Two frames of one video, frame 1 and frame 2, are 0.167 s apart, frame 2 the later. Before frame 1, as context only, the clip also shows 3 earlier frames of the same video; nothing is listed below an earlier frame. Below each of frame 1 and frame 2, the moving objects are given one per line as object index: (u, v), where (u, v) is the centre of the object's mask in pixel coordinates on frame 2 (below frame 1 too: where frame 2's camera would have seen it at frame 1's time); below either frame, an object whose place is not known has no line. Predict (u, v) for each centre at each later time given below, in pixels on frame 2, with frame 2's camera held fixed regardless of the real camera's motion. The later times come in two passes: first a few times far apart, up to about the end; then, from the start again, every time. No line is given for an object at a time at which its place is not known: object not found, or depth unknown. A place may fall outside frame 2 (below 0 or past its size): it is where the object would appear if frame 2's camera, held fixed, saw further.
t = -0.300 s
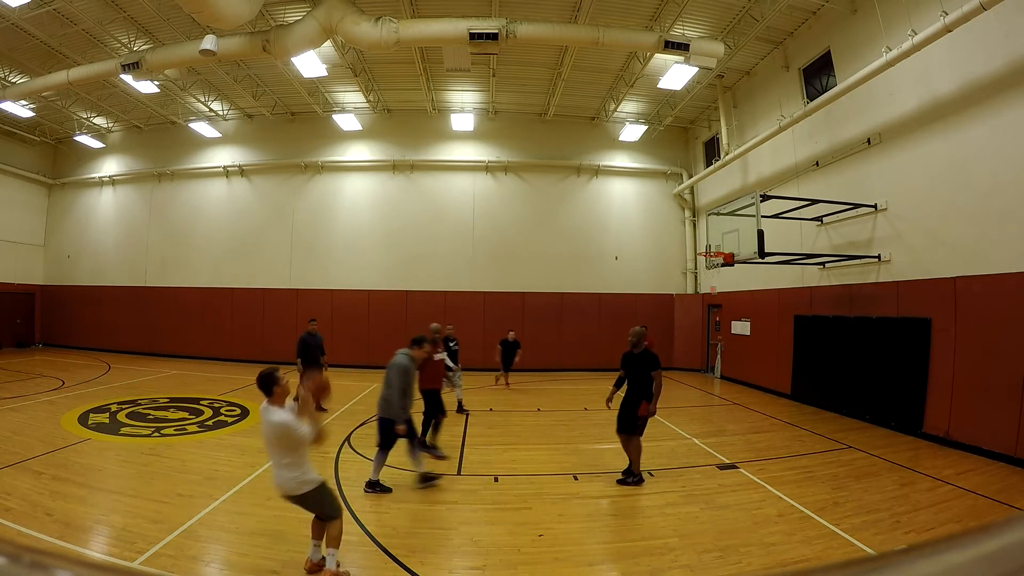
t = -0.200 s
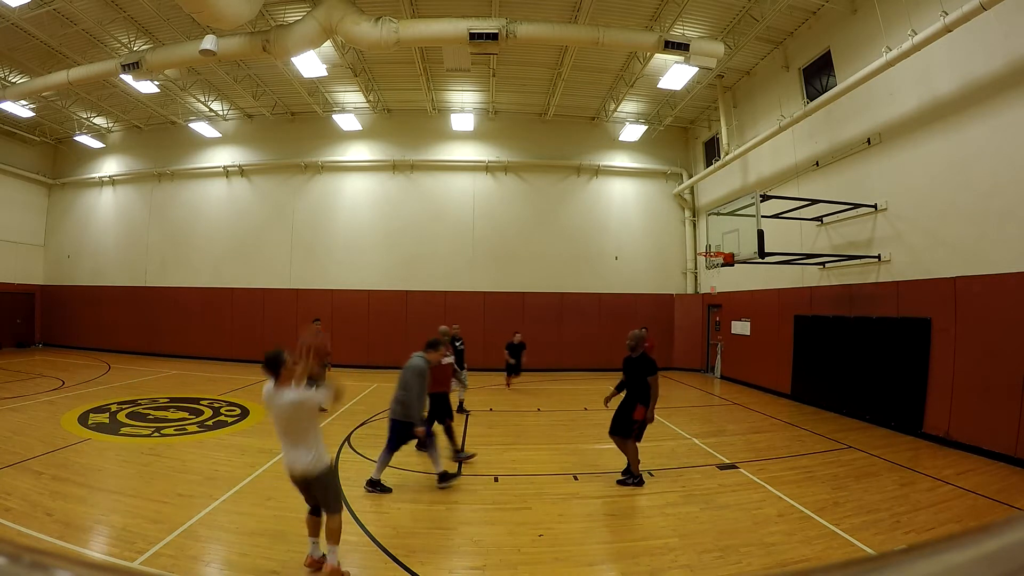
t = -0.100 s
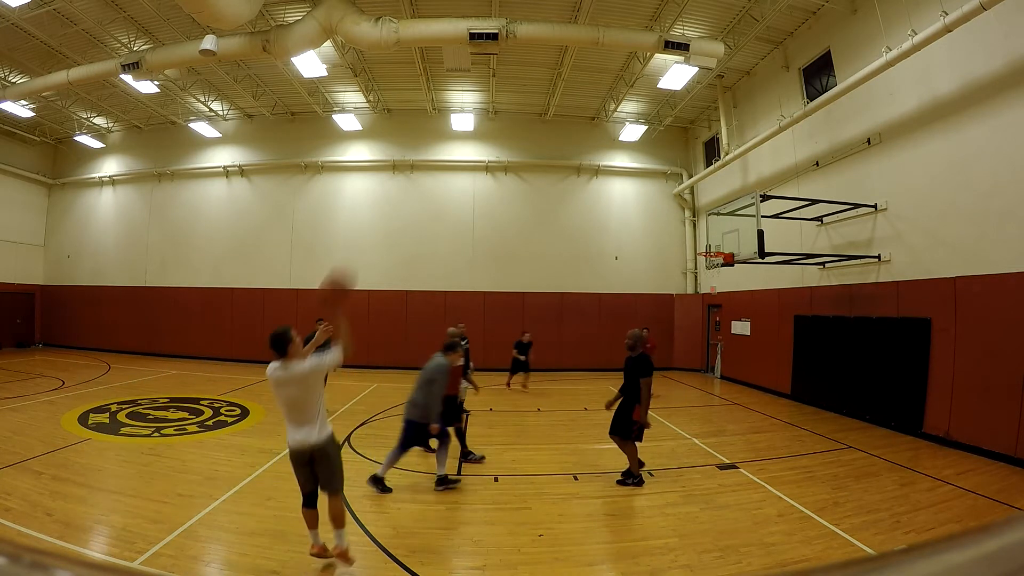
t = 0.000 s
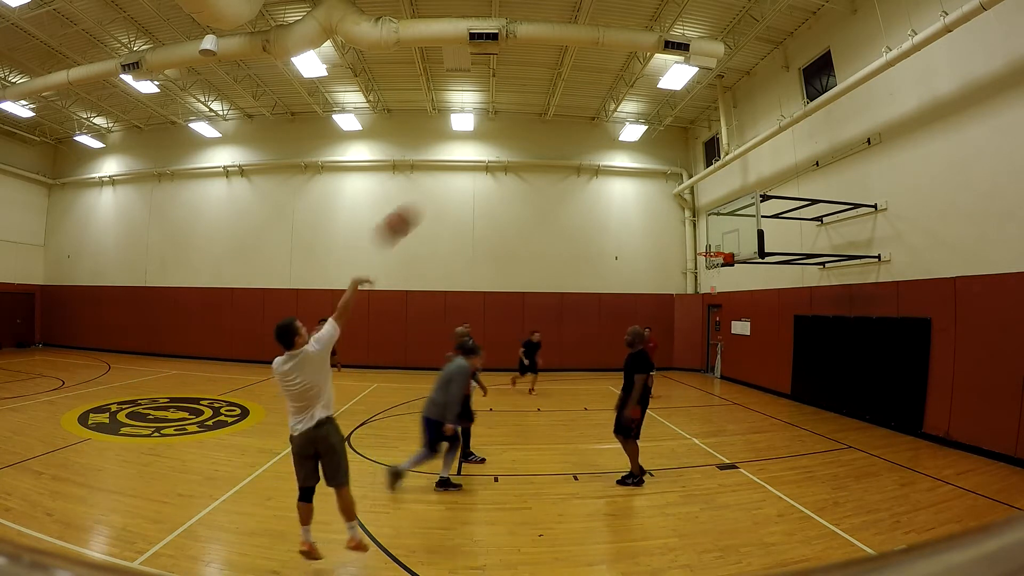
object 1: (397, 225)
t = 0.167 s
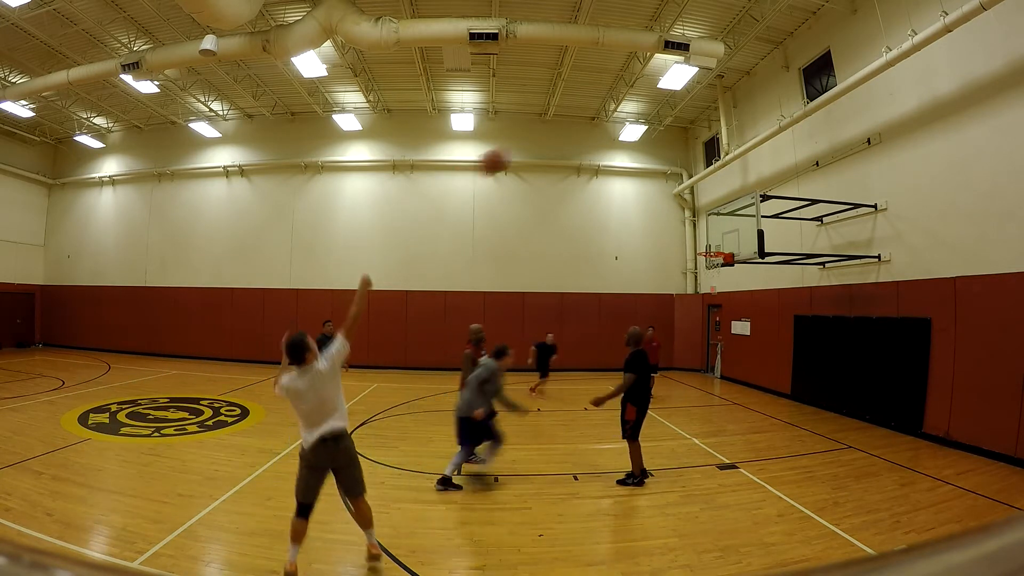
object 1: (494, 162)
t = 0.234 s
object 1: (524, 150)
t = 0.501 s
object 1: (613, 147)
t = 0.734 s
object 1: (667, 183)
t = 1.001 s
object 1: (709, 244)
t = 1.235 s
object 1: (717, 208)
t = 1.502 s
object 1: (730, 203)
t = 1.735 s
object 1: (748, 250)
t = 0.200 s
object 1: (510, 155)
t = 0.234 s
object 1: (524, 150)
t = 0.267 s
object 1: (538, 146)
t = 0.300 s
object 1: (551, 143)
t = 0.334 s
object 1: (562, 142)
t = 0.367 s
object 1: (573, 141)
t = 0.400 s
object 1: (584, 141)
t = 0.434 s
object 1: (595, 143)
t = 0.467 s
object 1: (604, 144)
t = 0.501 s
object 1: (613, 147)
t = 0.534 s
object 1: (623, 151)
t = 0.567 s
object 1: (630, 154)
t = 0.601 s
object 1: (639, 159)
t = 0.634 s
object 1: (646, 165)
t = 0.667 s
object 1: (654, 170)
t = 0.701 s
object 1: (660, 176)
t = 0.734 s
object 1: (667, 183)
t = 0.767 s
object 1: (674, 188)
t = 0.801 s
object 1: (679, 198)
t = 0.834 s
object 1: (685, 204)
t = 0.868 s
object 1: (691, 214)
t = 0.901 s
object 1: (696, 223)
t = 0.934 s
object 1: (701, 232)
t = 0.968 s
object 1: (706, 242)
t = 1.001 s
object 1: (709, 244)
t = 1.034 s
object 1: (710, 238)
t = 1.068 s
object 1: (711, 231)
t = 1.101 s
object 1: (712, 225)
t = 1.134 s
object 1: (714, 220)
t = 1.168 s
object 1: (715, 216)
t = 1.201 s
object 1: (716, 212)
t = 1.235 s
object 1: (717, 208)
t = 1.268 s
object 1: (718, 205)
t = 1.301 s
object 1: (720, 202)
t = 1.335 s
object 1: (722, 201)
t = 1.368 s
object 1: (723, 200)
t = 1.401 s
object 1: (725, 199)
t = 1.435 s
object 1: (727, 200)
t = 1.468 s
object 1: (728, 201)
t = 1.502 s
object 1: (730, 203)
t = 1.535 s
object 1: (733, 207)
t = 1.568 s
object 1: (734, 211)
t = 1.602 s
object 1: (737, 216)
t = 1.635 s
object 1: (739, 222)
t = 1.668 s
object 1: (742, 229)
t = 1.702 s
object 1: (745, 239)
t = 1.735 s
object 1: (748, 250)
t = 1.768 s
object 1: (751, 263)
